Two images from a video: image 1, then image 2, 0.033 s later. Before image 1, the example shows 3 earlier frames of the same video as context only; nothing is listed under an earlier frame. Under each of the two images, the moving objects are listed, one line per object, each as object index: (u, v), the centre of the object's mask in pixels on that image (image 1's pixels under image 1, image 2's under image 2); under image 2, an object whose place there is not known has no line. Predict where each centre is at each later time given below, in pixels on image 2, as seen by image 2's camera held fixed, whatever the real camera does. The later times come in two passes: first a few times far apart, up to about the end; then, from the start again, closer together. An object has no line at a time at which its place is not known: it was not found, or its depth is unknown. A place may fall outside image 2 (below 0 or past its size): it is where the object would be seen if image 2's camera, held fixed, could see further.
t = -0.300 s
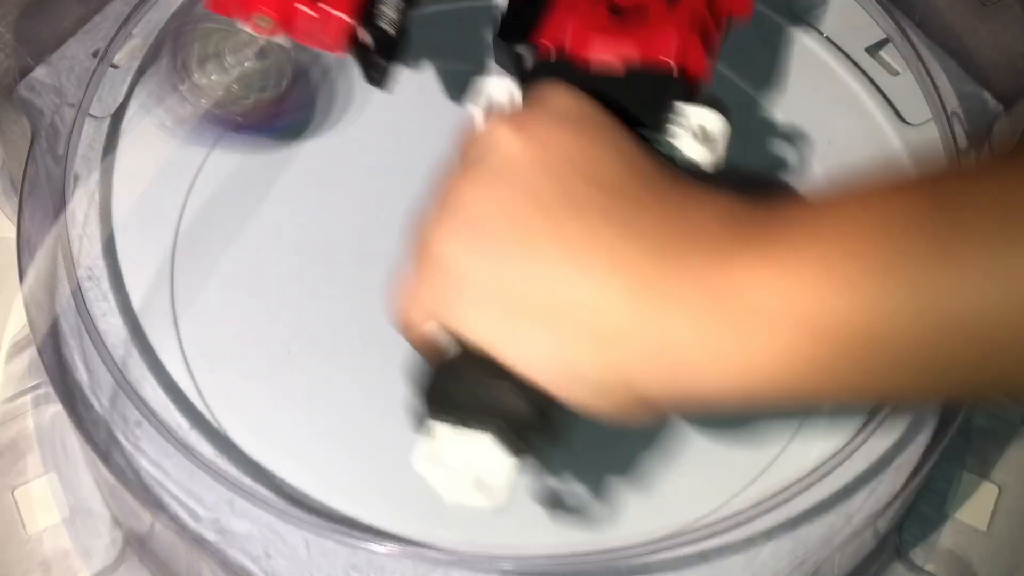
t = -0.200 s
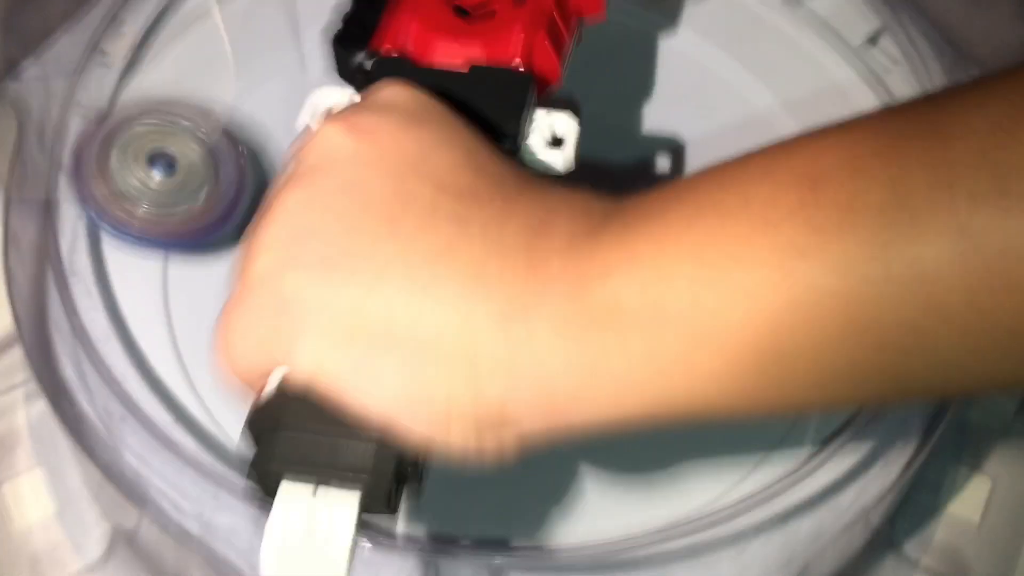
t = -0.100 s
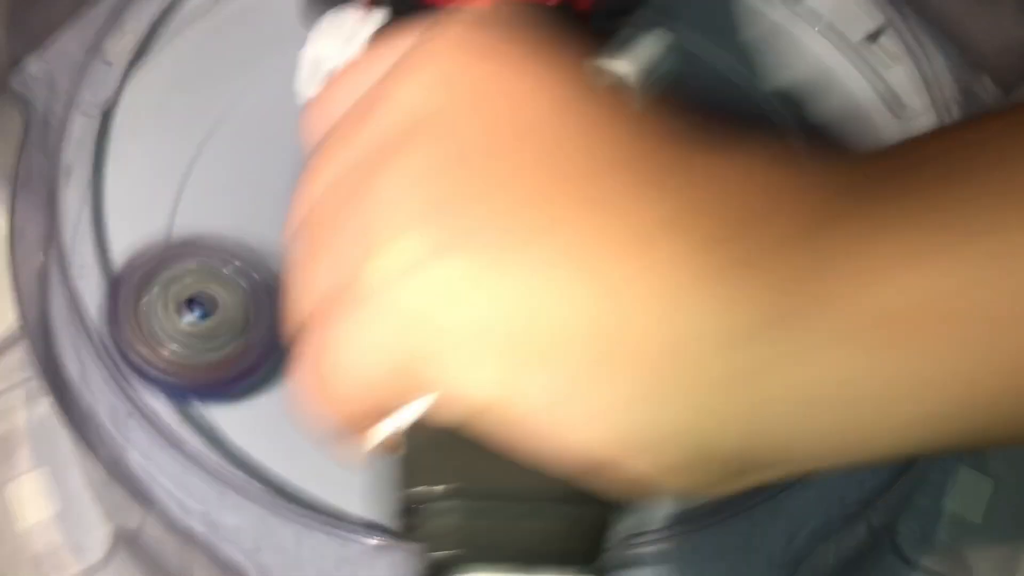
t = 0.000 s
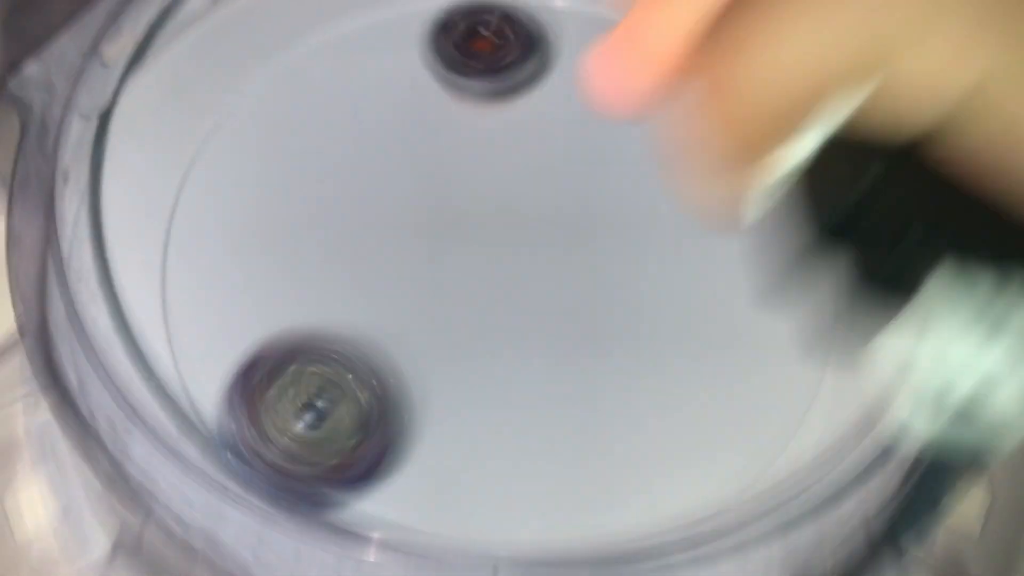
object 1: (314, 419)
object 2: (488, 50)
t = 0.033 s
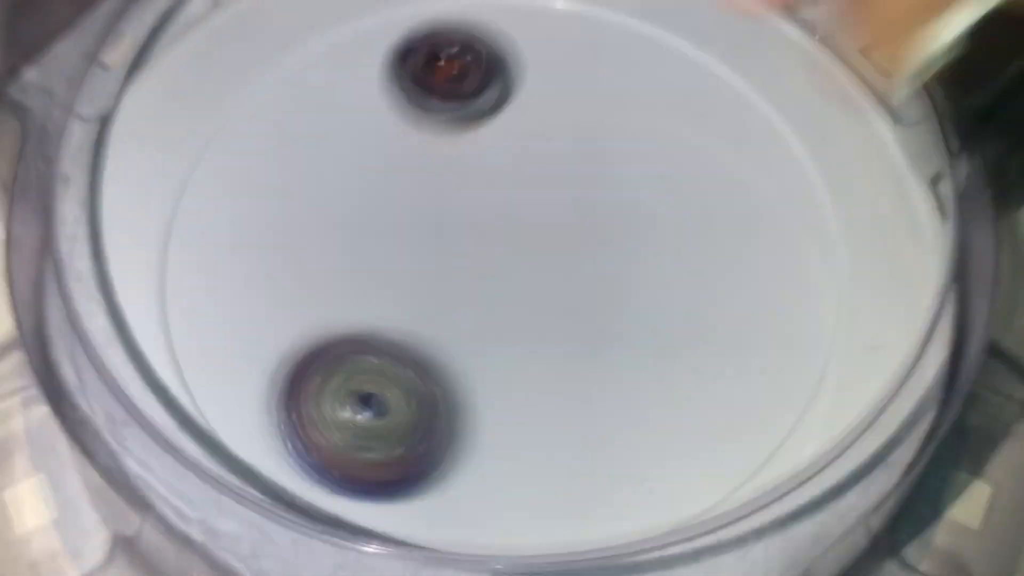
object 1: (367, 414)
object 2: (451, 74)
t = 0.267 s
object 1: (690, 354)
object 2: (315, 256)
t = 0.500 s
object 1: (722, 251)
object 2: (501, 388)
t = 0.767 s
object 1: (652, 123)
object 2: (505, 420)
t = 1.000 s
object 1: (620, 155)
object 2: (586, 334)
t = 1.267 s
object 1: (660, 206)
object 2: (544, 348)
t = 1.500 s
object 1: (721, 300)
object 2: (510, 333)
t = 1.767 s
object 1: (597, 411)
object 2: (465, 331)
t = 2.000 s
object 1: (710, 377)
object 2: (204, 170)
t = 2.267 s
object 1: (687, 270)
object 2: (426, 223)
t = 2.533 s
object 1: (701, 157)
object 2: (467, 171)
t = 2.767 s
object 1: (692, 153)
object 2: (374, 90)
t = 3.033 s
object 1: (500, 115)
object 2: (299, 102)
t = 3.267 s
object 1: (478, 44)
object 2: (385, 159)
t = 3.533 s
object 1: (613, 88)
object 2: (443, 333)
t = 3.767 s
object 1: (472, 262)
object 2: (627, 369)
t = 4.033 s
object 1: (267, 191)
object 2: (765, 273)
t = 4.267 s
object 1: (413, 128)
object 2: (700, 184)
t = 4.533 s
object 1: (468, 278)
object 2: (656, 217)
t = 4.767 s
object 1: (349, 339)
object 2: (610, 274)
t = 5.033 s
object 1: (448, 214)
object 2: (597, 336)
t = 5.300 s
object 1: (635, 250)
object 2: (577, 379)
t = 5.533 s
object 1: (702, 319)
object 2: (542, 376)
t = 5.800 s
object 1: (569, 284)
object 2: (420, 368)
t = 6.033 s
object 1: (558, 135)
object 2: (405, 361)
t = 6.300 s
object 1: (643, 110)
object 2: (396, 282)
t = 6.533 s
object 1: (515, 222)
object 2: (354, 207)
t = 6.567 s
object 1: (492, 225)
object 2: (343, 201)
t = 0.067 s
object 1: (421, 422)
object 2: (414, 95)
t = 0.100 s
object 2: (382, 117)
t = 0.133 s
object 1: (527, 425)
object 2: (355, 141)
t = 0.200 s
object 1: (621, 397)
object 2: (319, 194)
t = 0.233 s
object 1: (658, 377)
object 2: (313, 224)
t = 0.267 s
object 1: (690, 354)
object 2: (315, 256)
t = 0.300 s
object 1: (717, 332)
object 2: (323, 287)
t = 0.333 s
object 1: (735, 310)
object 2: (340, 316)
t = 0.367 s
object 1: (744, 291)
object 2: (365, 341)
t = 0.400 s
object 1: (746, 275)
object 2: (395, 365)
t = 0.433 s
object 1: (743, 263)
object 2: (431, 380)
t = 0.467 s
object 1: (735, 254)
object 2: (466, 387)
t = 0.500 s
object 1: (722, 251)
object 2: (501, 388)
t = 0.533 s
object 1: (704, 250)
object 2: (533, 383)
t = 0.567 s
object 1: (680, 251)
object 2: (559, 372)
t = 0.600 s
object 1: (655, 254)
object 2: (583, 358)
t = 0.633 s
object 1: (653, 228)
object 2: (568, 378)
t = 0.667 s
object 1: (657, 193)
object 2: (544, 403)
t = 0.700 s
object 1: (658, 164)
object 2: (524, 416)
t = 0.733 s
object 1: (653, 140)
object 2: (510, 423)
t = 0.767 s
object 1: (652, 123)
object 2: (505, 420)
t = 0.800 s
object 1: (648, 109)
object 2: (506, 413)
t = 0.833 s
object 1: (644, 103)
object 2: (513, 406)
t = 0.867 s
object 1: (639, 102)
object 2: (524, 394)
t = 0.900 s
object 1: (634, 107)
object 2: (541, 381)
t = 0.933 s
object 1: (628, 119)
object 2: (558, 368)
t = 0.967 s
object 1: (622, 133)
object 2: (574, 351)
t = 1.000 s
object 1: (620, 155)
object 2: (586, 334)
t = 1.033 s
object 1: (616, 179)
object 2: (590, 314)
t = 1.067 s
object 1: (617, 193)
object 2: (585, 314)
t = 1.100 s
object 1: (623, 187)
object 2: (572, 333)
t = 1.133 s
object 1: (629, 186)
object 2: (561, 343)
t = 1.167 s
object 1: (635, 187)
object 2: (553, 347)
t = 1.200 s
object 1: (643, 191)
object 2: (549, 349)
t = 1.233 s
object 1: (651, 197)
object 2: (546, 348)
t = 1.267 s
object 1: (660, 206)
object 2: (544, 348)
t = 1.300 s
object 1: (669, 215)
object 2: (541, 346)
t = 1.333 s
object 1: (678, 228)
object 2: (538, 345)
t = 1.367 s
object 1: (687, 240)
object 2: (534, 342)
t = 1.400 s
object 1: (696, 254)
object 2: (530, 339)
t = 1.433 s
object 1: (705, 269)
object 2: (524, 337)
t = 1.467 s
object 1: (714, 284)
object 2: (517, 334)
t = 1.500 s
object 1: (721, 300)
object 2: (510, 333)
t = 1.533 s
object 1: (723, 318)
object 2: (502, 332)
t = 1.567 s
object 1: (726, 335)
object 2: (495, 331)
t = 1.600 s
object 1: (728, 352)
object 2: (488, 331)
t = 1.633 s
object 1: (725, 372)
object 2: (481, 331)
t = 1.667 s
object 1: (713, 394)
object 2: (476, 331)
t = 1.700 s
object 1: (686, 413)
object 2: (471, 332)
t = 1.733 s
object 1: (642, 419)
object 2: (467, 331)
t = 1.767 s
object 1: (597, 411)
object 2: (465, 331)
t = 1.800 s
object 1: (613, 412)
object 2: (403, 303)
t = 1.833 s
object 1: (640, 406)
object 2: (336, 266)
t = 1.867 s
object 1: (662, 398)
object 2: (281, 231)
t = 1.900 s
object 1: (679, 392)
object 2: (235, 202)
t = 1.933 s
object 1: (693, 387)
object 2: (201, 183)
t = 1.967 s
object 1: (702, 381)
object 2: (184, 169)
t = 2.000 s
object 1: (710, 377)
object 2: (204, 170)
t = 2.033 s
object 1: (713, 372)
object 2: (229, 174)
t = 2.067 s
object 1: (712, 364)
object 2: (257, 179)
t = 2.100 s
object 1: (709, 356)
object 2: (287, 187)
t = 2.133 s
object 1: (704, 345)
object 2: (317, 195)
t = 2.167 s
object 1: (699, 329)
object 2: (348, 204)
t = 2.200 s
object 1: (693, 311)
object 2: (376, 212)
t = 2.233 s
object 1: (690, 290)
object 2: (402, 217)
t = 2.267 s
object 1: (687, 270)
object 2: (426, 223)
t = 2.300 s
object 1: (686, 249)
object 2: (447, 225)
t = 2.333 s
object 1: (686, 231)
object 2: (463, 225)
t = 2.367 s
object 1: (688, 216)
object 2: (476, 222)
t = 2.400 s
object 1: (691, 201)
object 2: (482, 216)
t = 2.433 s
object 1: (693, 189)
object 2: (485, 208)
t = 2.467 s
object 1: (694, 176)
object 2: (482, 197)
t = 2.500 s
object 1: (698, 166)
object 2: (476, 184)
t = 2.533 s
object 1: (701, 157)
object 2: (467, 171)
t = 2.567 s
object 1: (706, 149)
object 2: (455, 157)
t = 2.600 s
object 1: (710, 142)
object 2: (443, 144)
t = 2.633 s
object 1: (714, 136)
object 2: (431, 131)
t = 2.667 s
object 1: (716, 136)
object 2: (417, 118)
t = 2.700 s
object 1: (715, 140)
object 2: (403, 107)
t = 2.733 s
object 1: (708, 146)
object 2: (389, 97)
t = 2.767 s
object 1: (692, 153)
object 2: (374, 90)
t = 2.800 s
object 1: (670, 159)
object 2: (360, 83)
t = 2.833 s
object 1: (642, 160)
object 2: (345, 80)
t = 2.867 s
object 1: (614, 158)
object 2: (332, 78)
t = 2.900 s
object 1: (586, 153)
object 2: (320, 80)
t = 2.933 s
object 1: (559, 145)
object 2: (311, 83)
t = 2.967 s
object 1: (535, 138)
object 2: (304, 88)
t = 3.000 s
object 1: (516, 126)
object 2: (300, 95)
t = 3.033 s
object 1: (500, 115)
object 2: (299, 102)
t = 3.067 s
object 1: (487, 103)
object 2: (300, 111)
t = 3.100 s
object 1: (476, 89)
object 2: (304, 120)
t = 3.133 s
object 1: (470, 75)
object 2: (313, 130)
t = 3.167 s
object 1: (467, 63)
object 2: (327, 140)
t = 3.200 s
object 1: (468, 55)
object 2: (344, 148)
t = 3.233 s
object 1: (470, 48)
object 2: (364, 155)
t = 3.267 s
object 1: (478, 44)
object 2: (385, 159)
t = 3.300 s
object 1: (491, 43)
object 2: (408, 161)
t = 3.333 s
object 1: (505, 47)
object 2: (430, 160)
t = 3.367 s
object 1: (517, 57)
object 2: (451, 159)
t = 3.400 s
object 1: (543, 52)
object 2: (441, 195)
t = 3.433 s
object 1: (571, 49)
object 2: (432, 238)
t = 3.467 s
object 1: (593, 53)
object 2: (428, 275)
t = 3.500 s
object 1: (607, 64)
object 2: (432, 307)
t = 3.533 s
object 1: (613, 88)
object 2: (443, 333)
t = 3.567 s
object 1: (613, 113)
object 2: (460, 351)
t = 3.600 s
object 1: (605, 146)
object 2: (481, 359)
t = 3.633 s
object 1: (591, 178)
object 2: (508, 362)
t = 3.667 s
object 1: (572, 207)
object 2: (534, 362)
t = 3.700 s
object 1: (544, 230)
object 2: (563, 359)
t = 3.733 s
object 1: (508, 248)
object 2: (595, 367)
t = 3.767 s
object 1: (472, 262)
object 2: (627, 369)
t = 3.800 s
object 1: (441, 268)
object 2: (655, 363)
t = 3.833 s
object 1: (410, 271)
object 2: (680, 357)
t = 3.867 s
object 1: (376, 271)
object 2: (701, 347)
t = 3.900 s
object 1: (345, 263)
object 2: (720, 333)
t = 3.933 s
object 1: (315, 251)
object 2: (738, 319)
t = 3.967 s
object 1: (291, 235)
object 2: (750, 304)
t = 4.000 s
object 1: (275, 213)
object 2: (759, 290)
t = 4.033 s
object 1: (267, 191)
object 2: (765, 273)
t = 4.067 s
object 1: (269, 169)
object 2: (767, 256)
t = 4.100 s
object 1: (278, 149)
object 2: (766, 239)
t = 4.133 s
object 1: (294, 134)
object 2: (759, 223)
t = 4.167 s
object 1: (318, 125)
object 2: (748, 210)
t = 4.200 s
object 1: (345, 120)
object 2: (736, 199)
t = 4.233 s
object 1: (380, 122)
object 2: (720, 191)
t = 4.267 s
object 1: (413, 128)
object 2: (700, 184)
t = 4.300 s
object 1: (446, 141)
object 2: (680, 179)
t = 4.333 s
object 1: (475, 155)
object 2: (658, 179)
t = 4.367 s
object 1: (495, 177)
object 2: (646, 183)
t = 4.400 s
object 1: (489, 189)
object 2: (663, 193)
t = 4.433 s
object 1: (484, 210)
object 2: (668, 202)
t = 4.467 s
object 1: (480, 233)
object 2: (667, 208)
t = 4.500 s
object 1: (474, 256)
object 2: (662, 213)
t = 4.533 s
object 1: (468, 278)
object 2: (656, 217)
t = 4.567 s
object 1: (456, 298)
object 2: (650, 222)
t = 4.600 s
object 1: (444, 315)
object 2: (643, 229)
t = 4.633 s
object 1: (427, 329)
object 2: (636, 237)
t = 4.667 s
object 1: (409, 339)
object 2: (628, 245)
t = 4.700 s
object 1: (389, 344)
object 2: (621, 256)
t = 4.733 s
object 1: (369, 344)
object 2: (615, 266)
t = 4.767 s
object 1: (349, 339)
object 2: (610, 274)
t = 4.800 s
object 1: (333, 325)
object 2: (607, 283)
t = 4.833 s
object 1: (324, 307)
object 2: (605, 292)
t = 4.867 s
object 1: (324, 284)
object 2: (604, 299)
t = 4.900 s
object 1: (334, 262)
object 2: (603, 307)
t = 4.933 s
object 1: (356, 243)
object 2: (602, 314)
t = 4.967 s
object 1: (384, 229)
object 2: (601, 322)
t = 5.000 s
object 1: (416, 218)
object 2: (599, 330)
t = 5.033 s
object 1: (448, 214)
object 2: (597, 336)
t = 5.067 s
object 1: (481, 213)
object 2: (595, 341)
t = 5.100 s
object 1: (512, 216)
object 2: (592, 346)
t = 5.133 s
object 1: (539, 221)
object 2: (590, 350)
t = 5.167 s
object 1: (563, 229)
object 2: (587, 353)
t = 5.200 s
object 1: (584, 234)
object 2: (584, 363)
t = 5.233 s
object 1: (605, 237)
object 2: (578, 372)
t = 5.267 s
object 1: (620, 241)
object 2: (577, 377)
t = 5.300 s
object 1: (635, 250)
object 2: (577, 379)
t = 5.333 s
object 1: (648, 259)
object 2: (577, 381)
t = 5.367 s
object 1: (661, 270)
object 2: (577, 382)
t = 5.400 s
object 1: (674, 280)
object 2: (575, 381)
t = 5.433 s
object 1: (686, 286)
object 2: (565, 383)
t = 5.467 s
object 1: (695, 293)
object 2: (555, 382)
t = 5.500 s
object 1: (701, 305)
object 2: (548, 379)
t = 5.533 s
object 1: (702, 319)
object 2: (542, 376)
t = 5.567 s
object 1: (698, 333)
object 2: (533, 374)
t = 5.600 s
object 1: (683, 346)
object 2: (519, 372)
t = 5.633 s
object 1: (665, 349)
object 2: (500, 370)
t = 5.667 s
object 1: (647, 347)
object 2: (480, 369)
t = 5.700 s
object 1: (625, 339)
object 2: (463, 368)
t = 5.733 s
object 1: (604, 325)
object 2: (447, 367)
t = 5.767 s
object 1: (584, 305)
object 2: (434, 367)
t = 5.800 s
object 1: (569, 284)
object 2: (420, 368)
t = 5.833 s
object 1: (557, 259)
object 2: (408, 368)
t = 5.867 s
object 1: (550, 235)
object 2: (402, 369)
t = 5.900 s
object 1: (546, 210)
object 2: (399, 370)
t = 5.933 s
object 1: (546, 188)
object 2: (399, 369)
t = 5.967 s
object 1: (547, 168)
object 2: (401, 368)
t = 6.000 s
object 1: (552, 150)
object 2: (403, 365)
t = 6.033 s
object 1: (558, 135)
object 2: (405, 361)
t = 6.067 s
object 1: (566, 120)
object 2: (407, 356)
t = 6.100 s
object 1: (576, 109)
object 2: (408, 350)
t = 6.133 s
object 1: (587, 100)
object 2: (409, 343)
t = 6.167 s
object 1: (599, 94)
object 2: (409, 335)
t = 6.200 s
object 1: (612, 91)
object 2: (409, 324)
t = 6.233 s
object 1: (625, 92)
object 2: (406, 311)
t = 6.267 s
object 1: (635, 98)
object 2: (401, 296)
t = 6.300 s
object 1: (643, 110)
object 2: (396, 282)
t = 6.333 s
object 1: (643, 128)
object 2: (390, 267)
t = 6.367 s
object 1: (638, 145)
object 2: (385, 254)
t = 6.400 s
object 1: (621, 167)
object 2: (378, 242)
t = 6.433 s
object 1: (602, 184)
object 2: (372, 230)
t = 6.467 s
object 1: (576, 201)
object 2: (365, 221)
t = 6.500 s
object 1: (546, 213)
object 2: (359, 213)
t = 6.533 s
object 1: (515, 222)
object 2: (354, 207)
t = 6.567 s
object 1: (492, 225)
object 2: (343, 201)
